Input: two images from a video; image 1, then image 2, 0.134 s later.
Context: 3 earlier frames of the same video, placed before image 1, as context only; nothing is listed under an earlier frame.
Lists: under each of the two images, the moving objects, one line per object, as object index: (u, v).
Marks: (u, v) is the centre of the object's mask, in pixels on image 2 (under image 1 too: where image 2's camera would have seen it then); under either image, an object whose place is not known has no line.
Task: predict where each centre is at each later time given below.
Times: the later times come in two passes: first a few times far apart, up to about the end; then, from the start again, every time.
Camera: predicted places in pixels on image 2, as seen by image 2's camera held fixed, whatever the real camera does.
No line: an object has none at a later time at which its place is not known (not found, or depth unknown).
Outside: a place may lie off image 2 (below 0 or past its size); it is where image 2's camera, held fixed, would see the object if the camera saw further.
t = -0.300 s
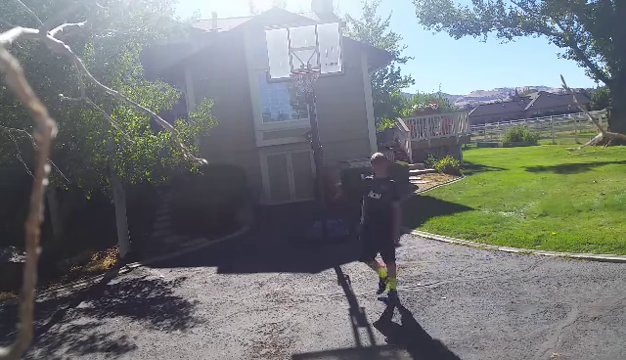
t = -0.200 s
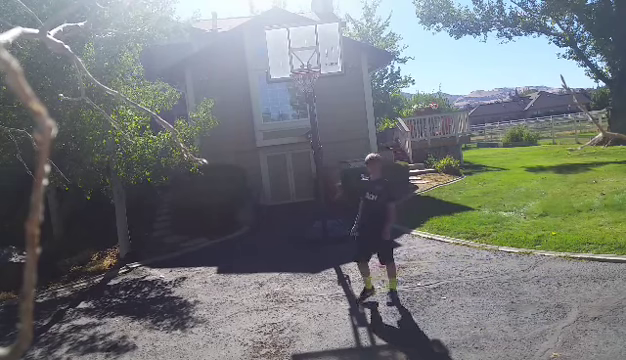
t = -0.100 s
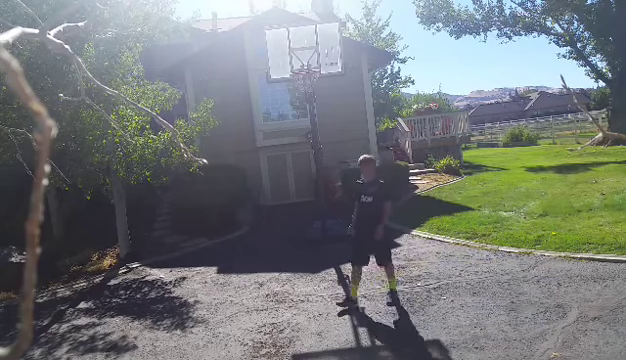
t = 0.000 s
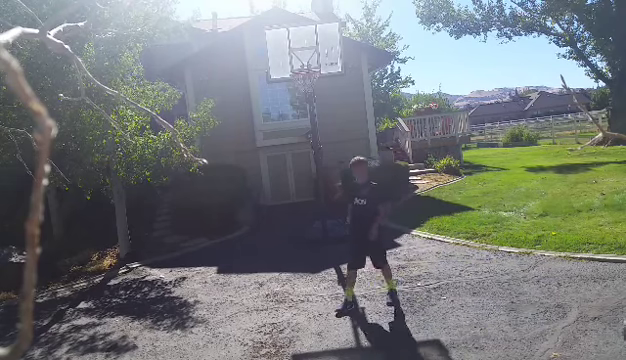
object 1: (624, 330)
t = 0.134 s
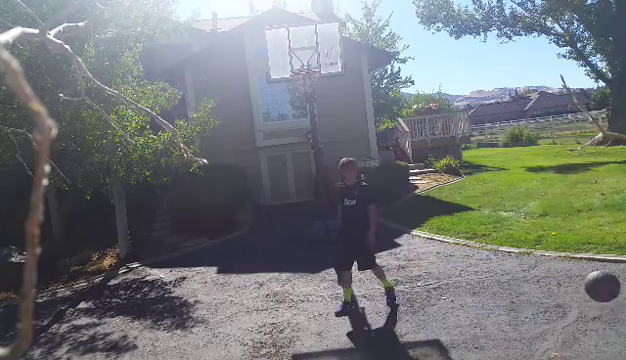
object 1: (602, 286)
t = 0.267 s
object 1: (569, 240)
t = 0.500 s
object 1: (515, 213)
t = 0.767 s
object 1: (461, 270)
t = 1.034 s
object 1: (407, 315)
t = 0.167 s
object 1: (594, 273)
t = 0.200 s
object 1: (585, 260)
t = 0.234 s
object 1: (577, 249)
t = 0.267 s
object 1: (569, 240)
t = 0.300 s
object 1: (561, 232)
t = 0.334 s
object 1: (553, 225)
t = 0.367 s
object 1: (545, 220)
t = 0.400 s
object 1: (538, 216)
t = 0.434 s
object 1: (530, 214)
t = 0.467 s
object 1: (523, 213)
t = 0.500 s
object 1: (515, 213)
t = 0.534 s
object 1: (508, 215)
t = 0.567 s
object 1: (501, 218)
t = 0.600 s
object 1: (494, 223)
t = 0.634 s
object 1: (487, 230)
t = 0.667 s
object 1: (480, 237)
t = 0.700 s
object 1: (473, 247)
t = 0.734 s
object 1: (467, 258)
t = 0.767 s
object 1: (461, 270)
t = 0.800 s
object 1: (455, 283)
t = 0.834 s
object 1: (449, 298)
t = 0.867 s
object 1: (444, 315)
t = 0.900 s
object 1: (439, 332)
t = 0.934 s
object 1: (434, 349)
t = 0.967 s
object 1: (425, 339)
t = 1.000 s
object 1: (416, 327)
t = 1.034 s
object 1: (407, 315)
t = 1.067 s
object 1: (399, 305)
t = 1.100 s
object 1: (391, 296)
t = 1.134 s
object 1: (382, 288)
